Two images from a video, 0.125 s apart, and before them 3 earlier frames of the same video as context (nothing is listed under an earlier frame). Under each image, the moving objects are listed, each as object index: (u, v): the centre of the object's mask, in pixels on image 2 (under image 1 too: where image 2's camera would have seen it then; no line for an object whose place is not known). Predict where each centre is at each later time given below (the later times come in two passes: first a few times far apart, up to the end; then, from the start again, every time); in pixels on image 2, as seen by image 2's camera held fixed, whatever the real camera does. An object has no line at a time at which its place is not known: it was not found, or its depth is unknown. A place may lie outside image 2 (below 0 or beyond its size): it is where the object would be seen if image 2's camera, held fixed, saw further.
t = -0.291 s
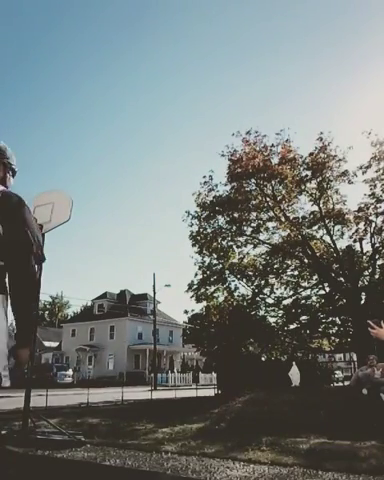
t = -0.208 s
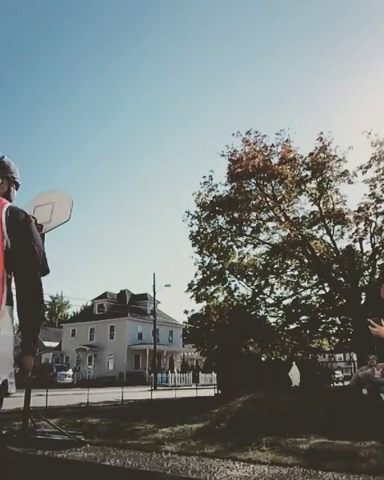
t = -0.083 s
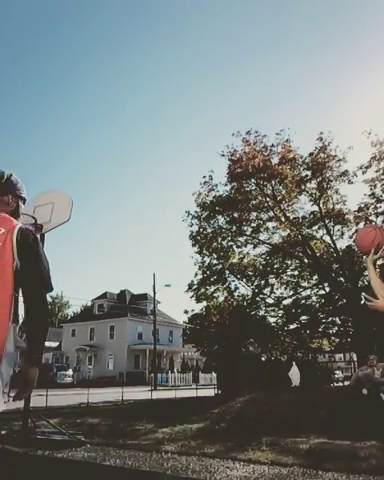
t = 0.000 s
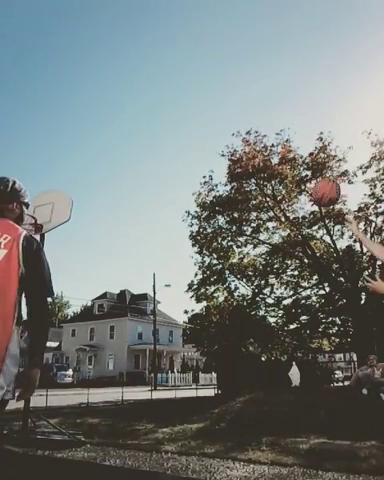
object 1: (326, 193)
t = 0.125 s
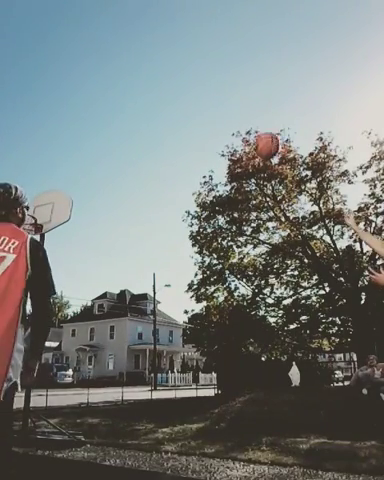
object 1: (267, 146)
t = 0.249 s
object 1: (219, 119)
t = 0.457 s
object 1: (155, 109)
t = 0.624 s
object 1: (111, 123)
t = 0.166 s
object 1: (249, 135)
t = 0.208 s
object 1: (234, 126)
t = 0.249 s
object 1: (219, 119)
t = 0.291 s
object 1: (205, 115)
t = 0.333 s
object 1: (191, 111)
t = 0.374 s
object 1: (178, 109)
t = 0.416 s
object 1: (166, 108)
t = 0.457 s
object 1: (155, 109)
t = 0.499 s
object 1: (143, 111)
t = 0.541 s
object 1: (132, 114)
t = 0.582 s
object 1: (122, 118)
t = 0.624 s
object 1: (111, 123)
